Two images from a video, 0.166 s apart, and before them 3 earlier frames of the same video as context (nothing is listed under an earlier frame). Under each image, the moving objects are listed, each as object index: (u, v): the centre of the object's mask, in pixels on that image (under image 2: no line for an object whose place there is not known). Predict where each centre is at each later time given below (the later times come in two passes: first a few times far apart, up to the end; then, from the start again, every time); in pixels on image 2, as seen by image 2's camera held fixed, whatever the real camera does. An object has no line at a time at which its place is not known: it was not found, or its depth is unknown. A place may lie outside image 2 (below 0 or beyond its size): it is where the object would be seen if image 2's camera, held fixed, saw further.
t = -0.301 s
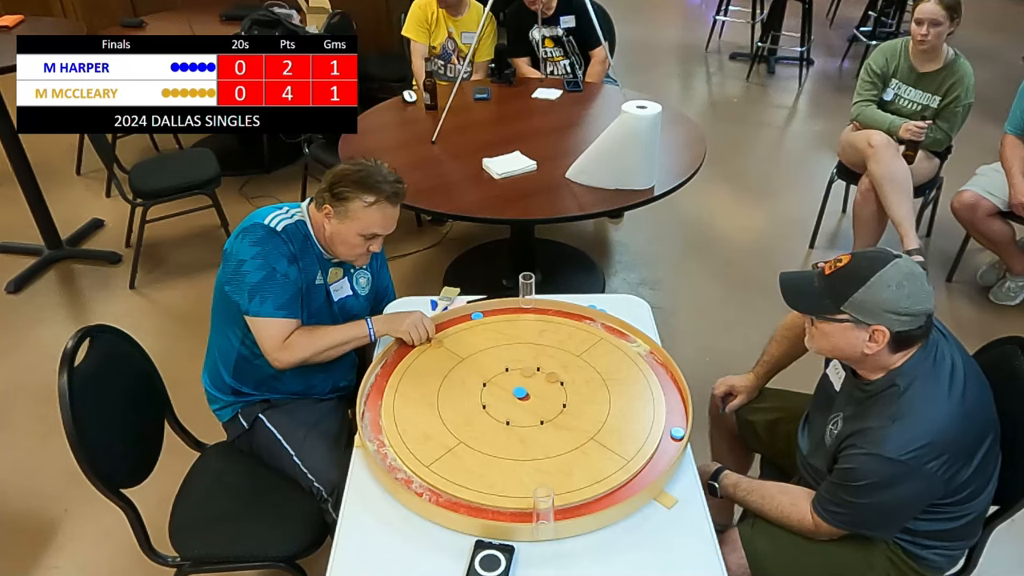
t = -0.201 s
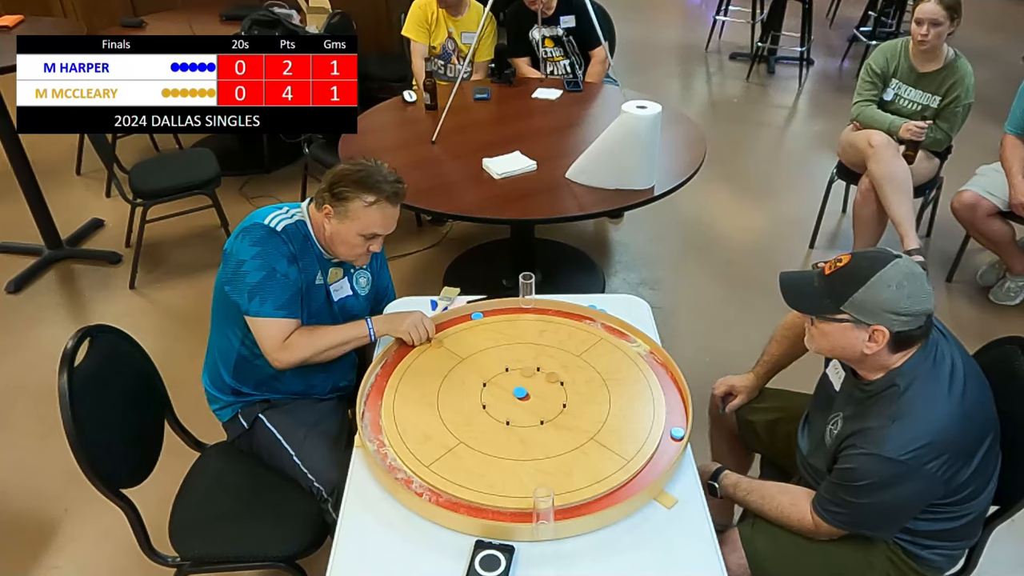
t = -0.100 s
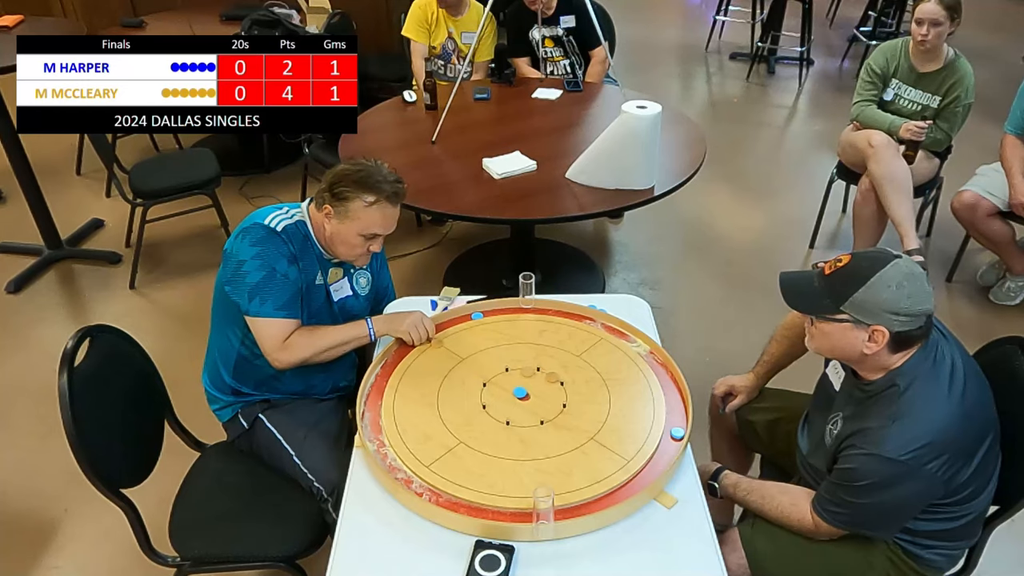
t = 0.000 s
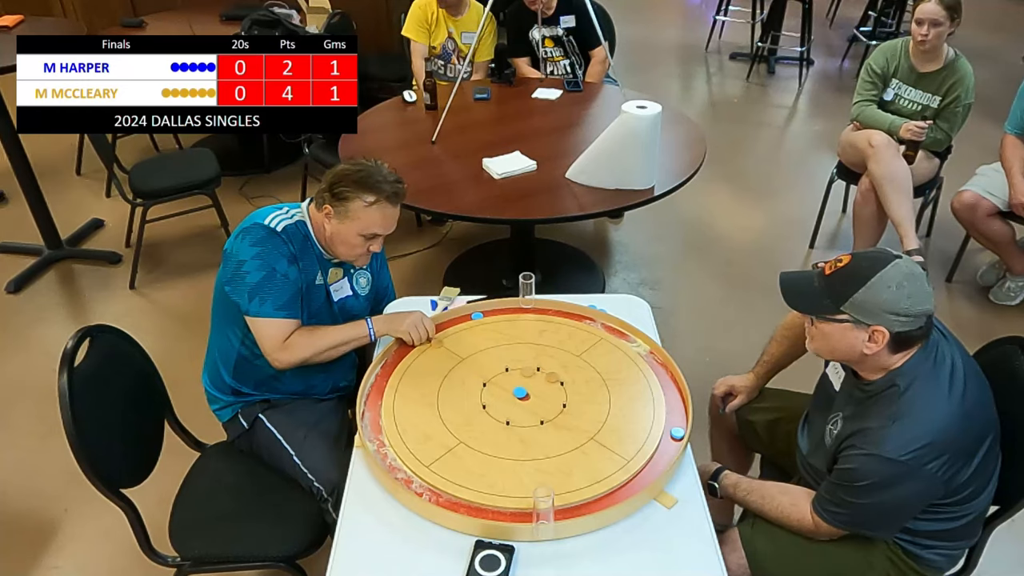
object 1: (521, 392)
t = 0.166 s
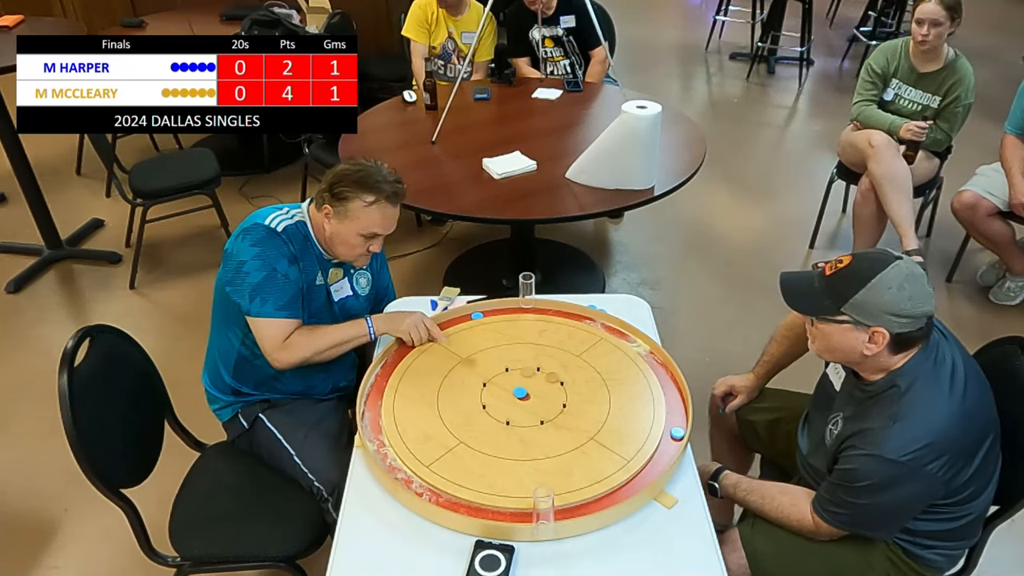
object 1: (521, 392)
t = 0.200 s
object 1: (521, 392)
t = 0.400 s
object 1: (531, 403)
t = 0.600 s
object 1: (536, 419)
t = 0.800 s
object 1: (539, 446)
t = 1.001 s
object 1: (545, 466)
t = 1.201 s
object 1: (556, 481)
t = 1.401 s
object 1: (562, 488)
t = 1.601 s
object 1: (562, 489)
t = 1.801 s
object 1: (563, 489)
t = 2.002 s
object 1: (563, 489)
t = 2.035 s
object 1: (563, 489)
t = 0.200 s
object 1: (521, 392)
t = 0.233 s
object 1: (522, 394)
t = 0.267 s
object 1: (524, 393)
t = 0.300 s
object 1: (525, 392)
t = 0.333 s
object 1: (525, 392)
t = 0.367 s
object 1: (526, 394)
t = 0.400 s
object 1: (531, 403)
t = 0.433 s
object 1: (532, 413)
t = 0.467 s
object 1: (532, 407)
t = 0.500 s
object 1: (533, 405)
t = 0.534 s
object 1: (534, 405)
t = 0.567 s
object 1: (535, 410)
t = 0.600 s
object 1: (536, 419)
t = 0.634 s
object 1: (536, 431)
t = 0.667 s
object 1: (537, 441)
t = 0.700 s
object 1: (538, 440)
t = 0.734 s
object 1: (539, 442)
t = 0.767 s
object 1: (539, 447)
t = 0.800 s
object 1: (539, 446)
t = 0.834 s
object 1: (540, 447)
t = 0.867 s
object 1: (539, 453)
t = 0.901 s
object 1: (541, 457)
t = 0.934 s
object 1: (541, 458)
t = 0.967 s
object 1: (543, 464)
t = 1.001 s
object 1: (545, 466)
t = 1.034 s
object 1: (547, 468)
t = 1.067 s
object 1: (549, 470)
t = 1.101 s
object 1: (551, 475)
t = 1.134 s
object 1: (552, 477)
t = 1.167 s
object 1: (554, 478)
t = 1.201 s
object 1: (556, 481)
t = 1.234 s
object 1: (558, 483)
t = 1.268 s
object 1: (559, 485)
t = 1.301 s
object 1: (561, 487)
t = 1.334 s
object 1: (561, 487)
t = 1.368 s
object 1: (562, 488)
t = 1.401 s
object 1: (562, 488)
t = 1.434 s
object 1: (562, 488)
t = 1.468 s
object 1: (562, 488)
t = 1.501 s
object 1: (562, 488)
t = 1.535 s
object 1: (562, 489)
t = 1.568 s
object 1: (562, 489)
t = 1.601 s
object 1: (562, 489)
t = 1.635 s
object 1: (563, 489)
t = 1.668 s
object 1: (563, 489)
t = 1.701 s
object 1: (563, 489)
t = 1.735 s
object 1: (563, 489)
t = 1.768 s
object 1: (563, 489)
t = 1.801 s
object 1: (563, 489)
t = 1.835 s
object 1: (563, 489)
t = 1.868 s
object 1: (563, 489)
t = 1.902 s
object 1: (563, 489)
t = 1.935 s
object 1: (563, 489)
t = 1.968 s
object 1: (563, 489)
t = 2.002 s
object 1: (563, 489)
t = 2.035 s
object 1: (563, 489)
